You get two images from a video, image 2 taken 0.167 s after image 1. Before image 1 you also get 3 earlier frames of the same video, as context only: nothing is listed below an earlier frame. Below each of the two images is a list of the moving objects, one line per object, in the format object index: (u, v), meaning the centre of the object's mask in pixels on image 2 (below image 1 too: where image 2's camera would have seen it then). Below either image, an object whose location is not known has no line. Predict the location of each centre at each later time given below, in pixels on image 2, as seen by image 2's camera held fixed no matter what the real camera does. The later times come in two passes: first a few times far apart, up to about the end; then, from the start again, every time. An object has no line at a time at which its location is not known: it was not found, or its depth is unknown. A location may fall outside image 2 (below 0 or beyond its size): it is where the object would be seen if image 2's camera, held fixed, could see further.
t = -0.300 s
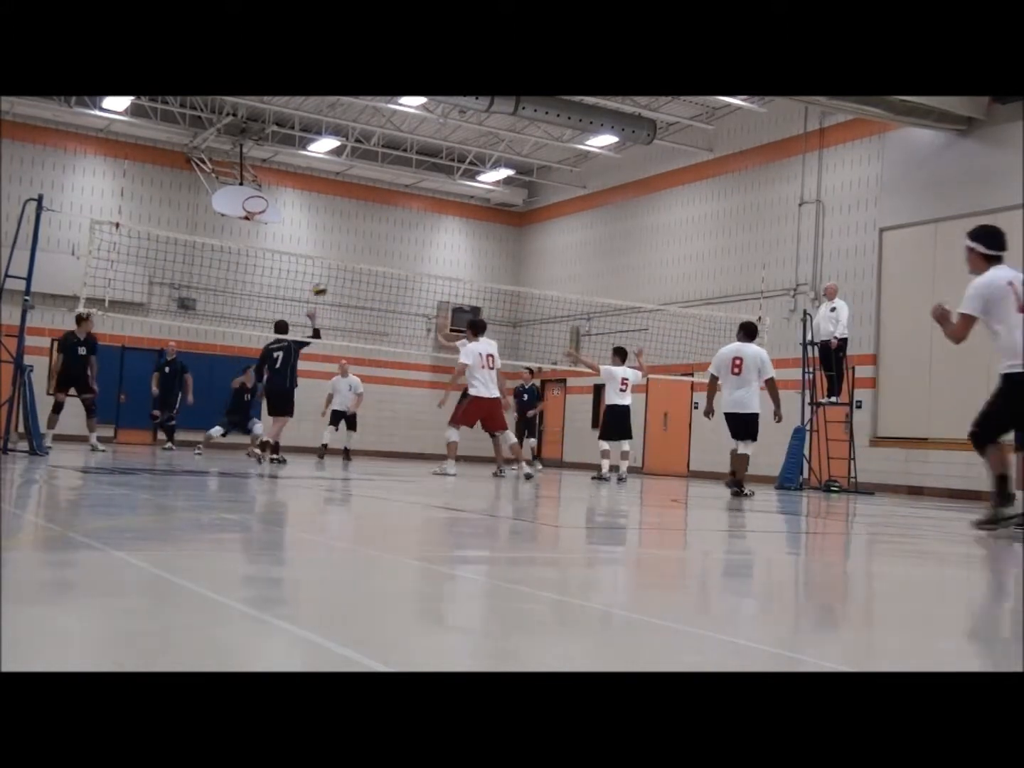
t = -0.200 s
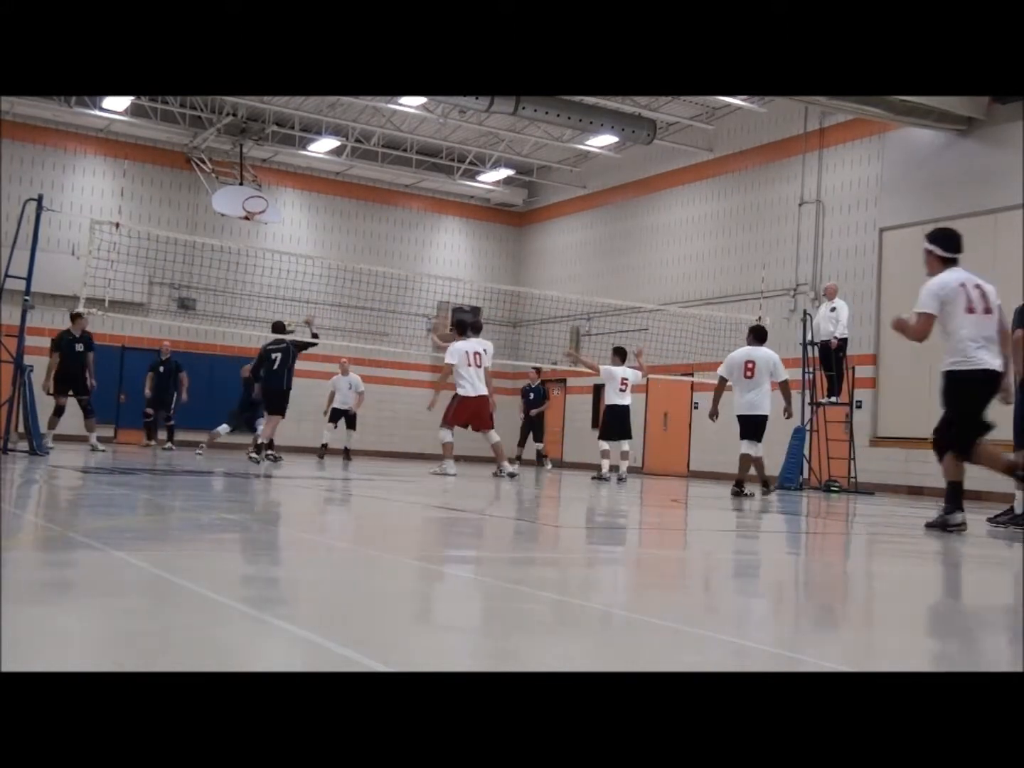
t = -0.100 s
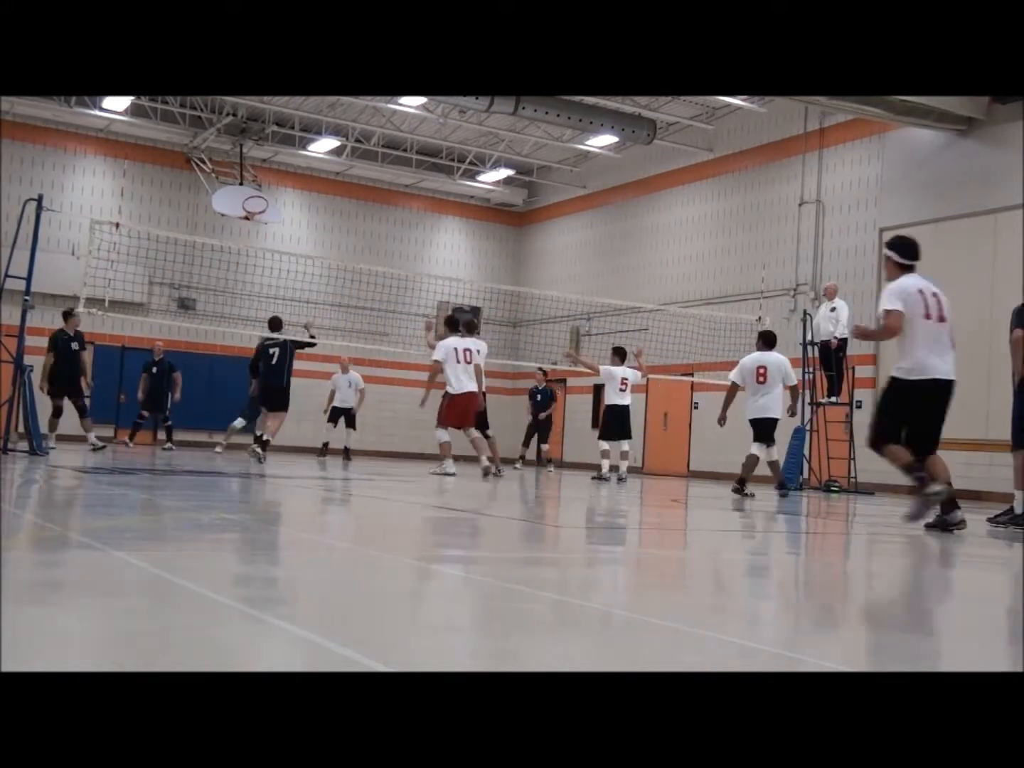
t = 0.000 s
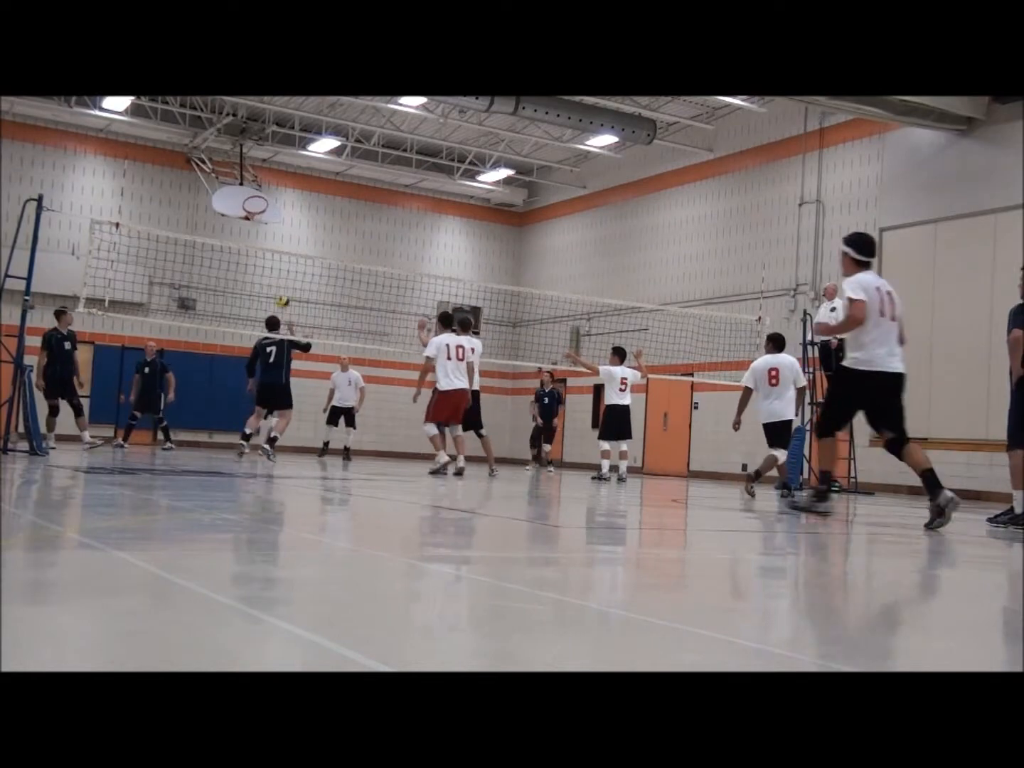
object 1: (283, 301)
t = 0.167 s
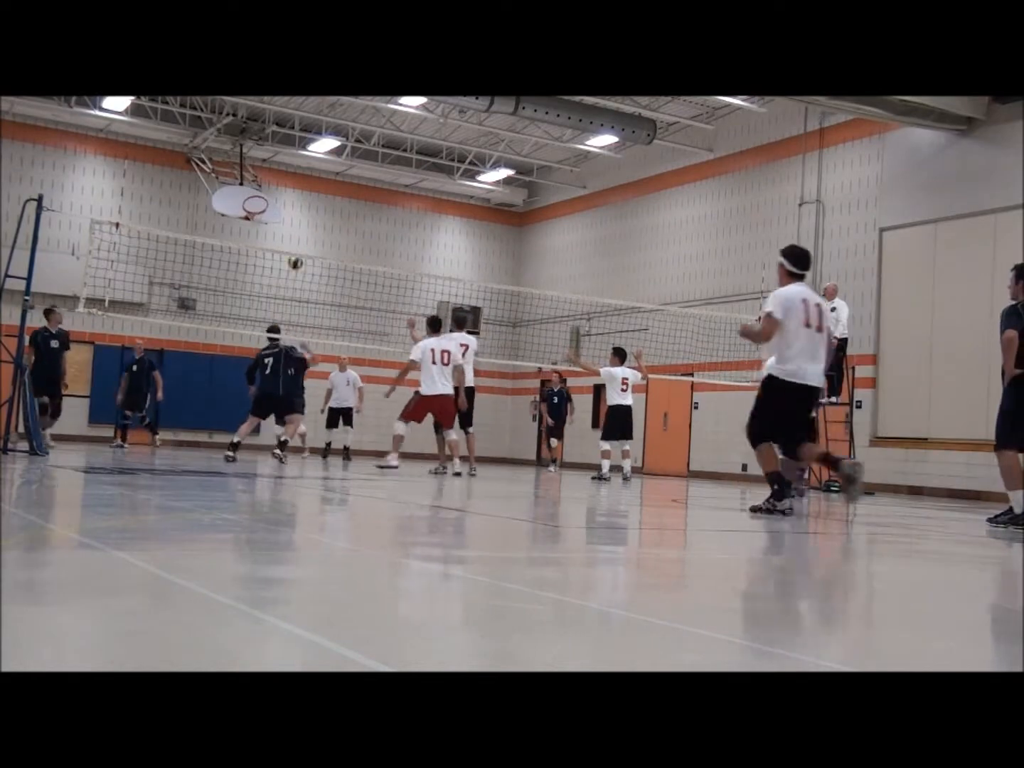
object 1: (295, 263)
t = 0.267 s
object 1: (302, 248)
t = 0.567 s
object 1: (319, 241)
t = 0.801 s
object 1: (330, 282)
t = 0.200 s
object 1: (298, 257)
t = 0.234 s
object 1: (300, 251)
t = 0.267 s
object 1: (302, 248)
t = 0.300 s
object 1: (304, 245)
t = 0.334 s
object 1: (305, 241)
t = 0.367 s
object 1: (308, 239)
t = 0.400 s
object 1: (310, 238)
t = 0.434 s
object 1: (312, 236)
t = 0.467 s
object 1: (313, 236)
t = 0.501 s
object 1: (315, 238)
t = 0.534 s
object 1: (316, 239)
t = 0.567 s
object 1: (319, 241)
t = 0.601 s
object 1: (321, 245)
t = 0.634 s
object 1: (322, 248)
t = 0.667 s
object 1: (324, 253)
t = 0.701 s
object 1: (325, 258)
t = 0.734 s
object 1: (327, 267)
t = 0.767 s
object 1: (329, 273)
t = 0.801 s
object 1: (330, 282)
